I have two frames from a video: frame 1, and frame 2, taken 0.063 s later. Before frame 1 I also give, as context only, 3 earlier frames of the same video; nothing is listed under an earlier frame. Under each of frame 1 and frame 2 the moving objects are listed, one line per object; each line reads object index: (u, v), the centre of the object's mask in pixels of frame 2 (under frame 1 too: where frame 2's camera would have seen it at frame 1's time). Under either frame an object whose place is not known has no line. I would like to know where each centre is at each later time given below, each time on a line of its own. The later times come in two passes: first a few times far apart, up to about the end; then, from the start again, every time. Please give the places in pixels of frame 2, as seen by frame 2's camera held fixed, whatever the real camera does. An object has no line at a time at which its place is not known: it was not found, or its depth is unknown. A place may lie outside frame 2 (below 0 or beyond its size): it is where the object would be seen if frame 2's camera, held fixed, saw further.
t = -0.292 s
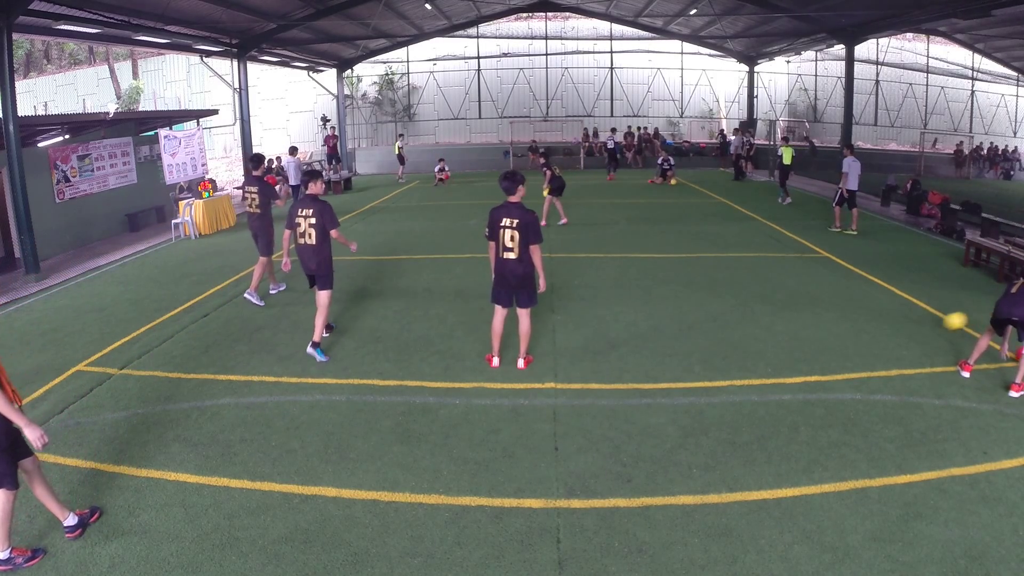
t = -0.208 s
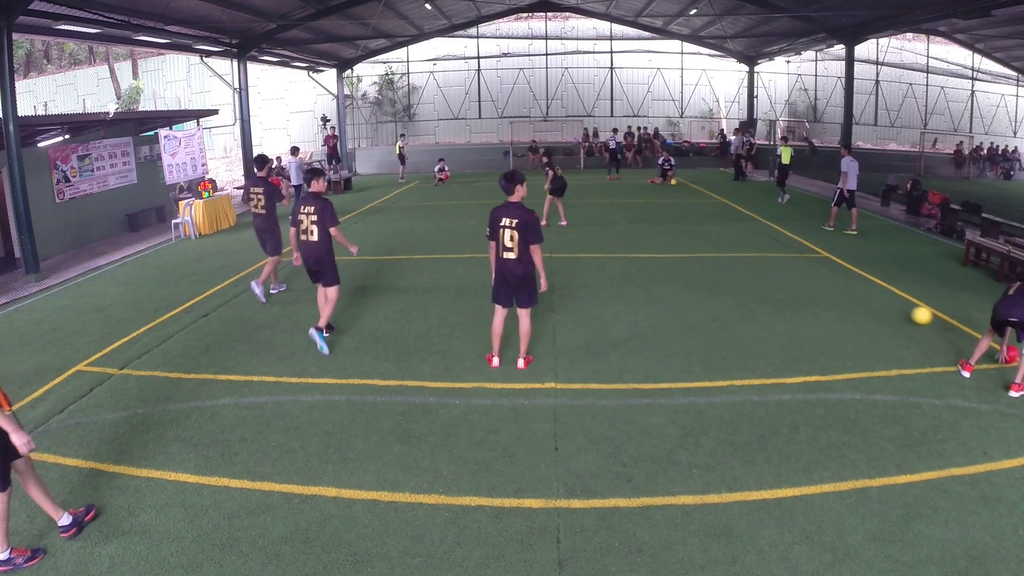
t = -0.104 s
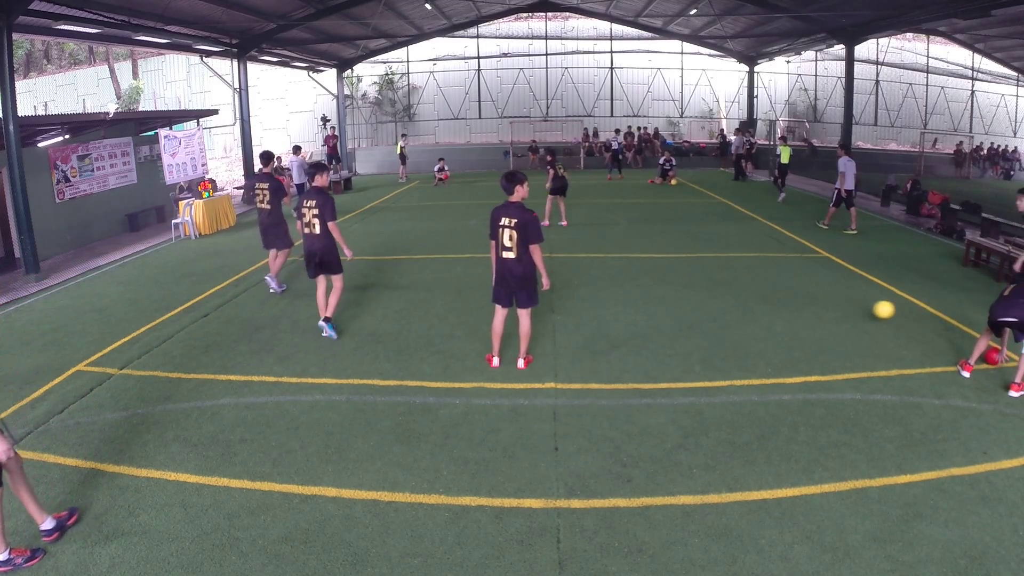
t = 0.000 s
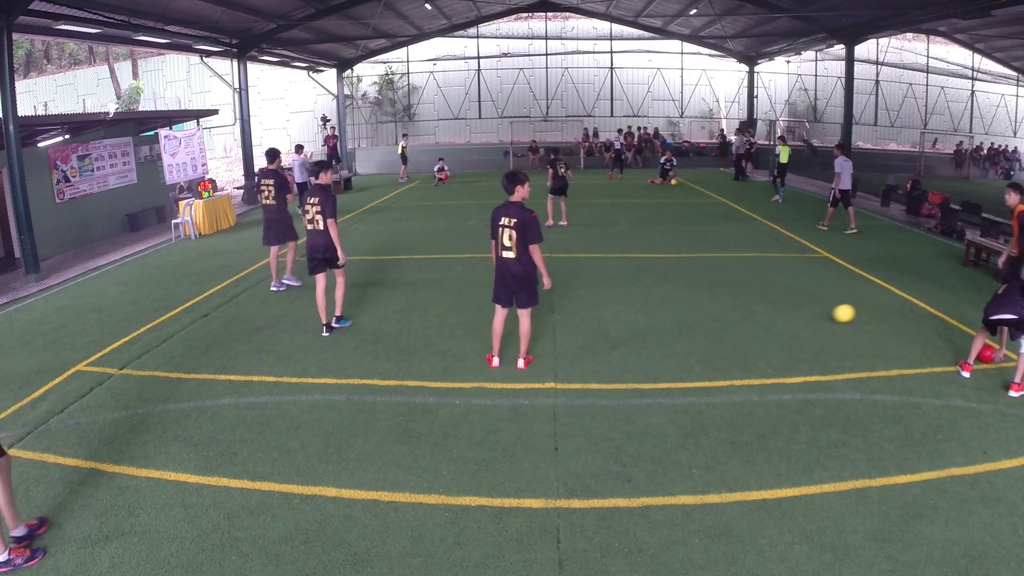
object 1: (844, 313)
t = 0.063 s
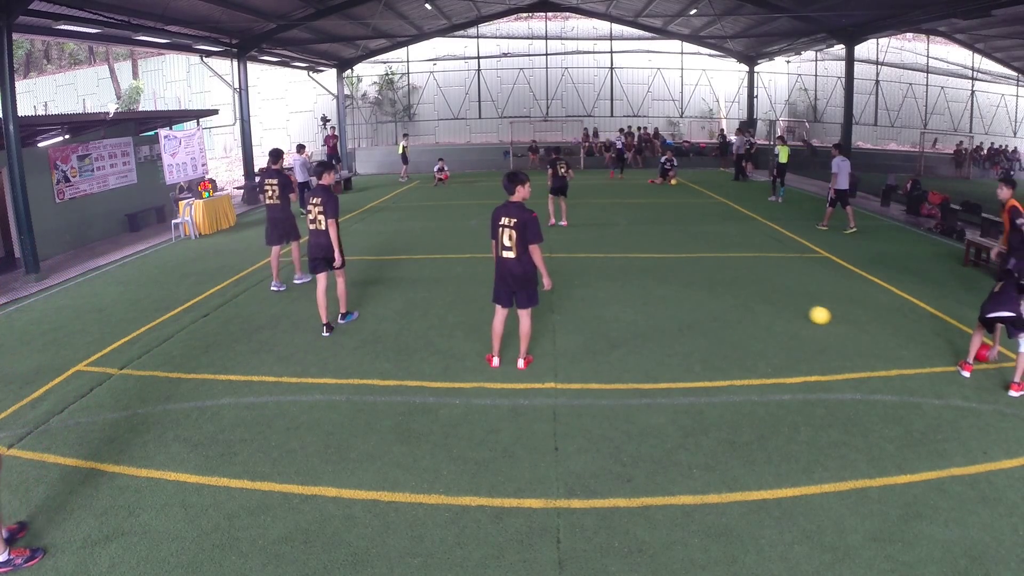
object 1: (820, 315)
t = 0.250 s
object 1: (750, 309)
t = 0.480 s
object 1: (665, 306)
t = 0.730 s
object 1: (580, 304)
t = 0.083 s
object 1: (812, 313)
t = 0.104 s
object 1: (804, 311)
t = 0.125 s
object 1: (796, 310)
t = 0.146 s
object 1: (789, 309)
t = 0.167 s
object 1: (781, 308)
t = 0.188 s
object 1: (773, 307)
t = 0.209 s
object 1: (765, 307)
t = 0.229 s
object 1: (757, 308)
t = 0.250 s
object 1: (750, 309)
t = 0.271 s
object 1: (741, 310)
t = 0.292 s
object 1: (734, 311)
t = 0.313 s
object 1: (726, 313)
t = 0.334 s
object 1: (718, 312)
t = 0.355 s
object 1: (710, 310)
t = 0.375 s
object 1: (703, 309)
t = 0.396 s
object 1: (696, 307)
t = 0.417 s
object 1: (688, 306)
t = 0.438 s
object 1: (681, 306)
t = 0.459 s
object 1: (673, 306)
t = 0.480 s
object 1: (665, 306)
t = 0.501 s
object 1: (658, 307)
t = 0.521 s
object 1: (651, 308)
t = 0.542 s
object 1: (643, 309)
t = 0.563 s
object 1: (636, 308)
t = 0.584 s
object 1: (629, 306)
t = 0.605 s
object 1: (622, 304)
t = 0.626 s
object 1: (615, 304)
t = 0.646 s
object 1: (608, 303)
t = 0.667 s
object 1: (601, 302)
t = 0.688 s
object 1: (594, 302)
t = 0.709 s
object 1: (587, 303)
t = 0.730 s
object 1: (580, 304)
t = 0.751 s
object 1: (574, 305)
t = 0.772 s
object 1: (567, 304)
